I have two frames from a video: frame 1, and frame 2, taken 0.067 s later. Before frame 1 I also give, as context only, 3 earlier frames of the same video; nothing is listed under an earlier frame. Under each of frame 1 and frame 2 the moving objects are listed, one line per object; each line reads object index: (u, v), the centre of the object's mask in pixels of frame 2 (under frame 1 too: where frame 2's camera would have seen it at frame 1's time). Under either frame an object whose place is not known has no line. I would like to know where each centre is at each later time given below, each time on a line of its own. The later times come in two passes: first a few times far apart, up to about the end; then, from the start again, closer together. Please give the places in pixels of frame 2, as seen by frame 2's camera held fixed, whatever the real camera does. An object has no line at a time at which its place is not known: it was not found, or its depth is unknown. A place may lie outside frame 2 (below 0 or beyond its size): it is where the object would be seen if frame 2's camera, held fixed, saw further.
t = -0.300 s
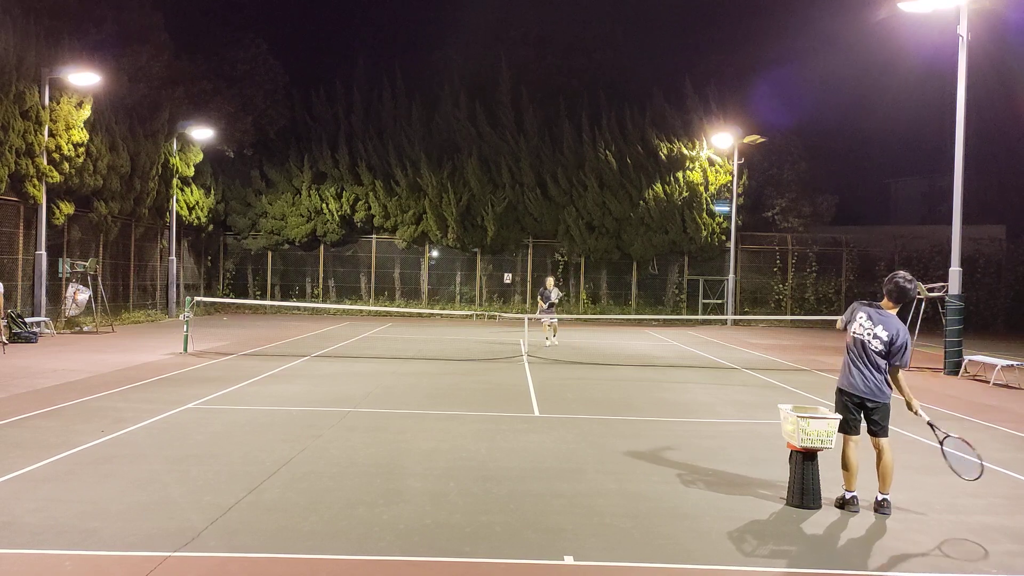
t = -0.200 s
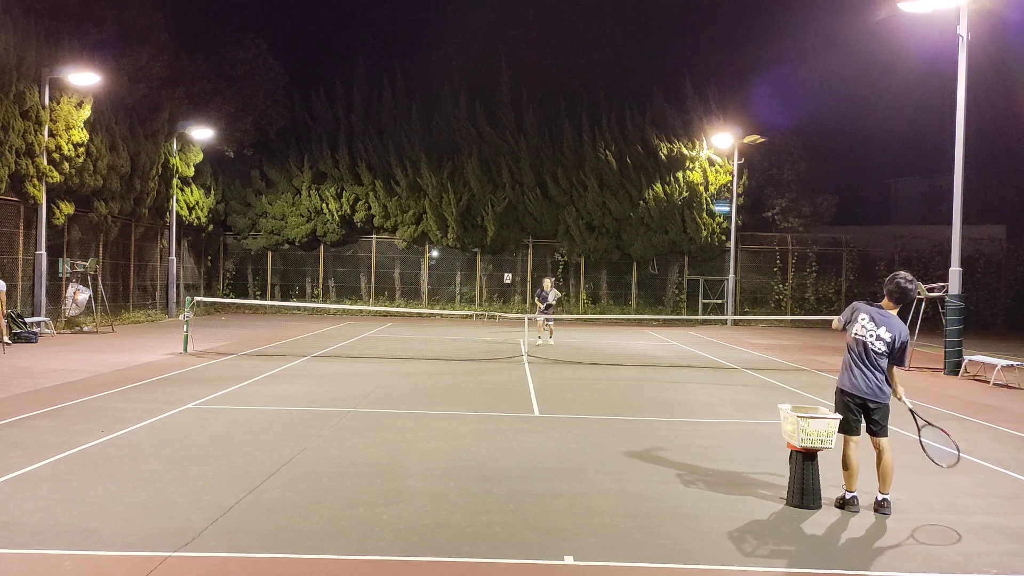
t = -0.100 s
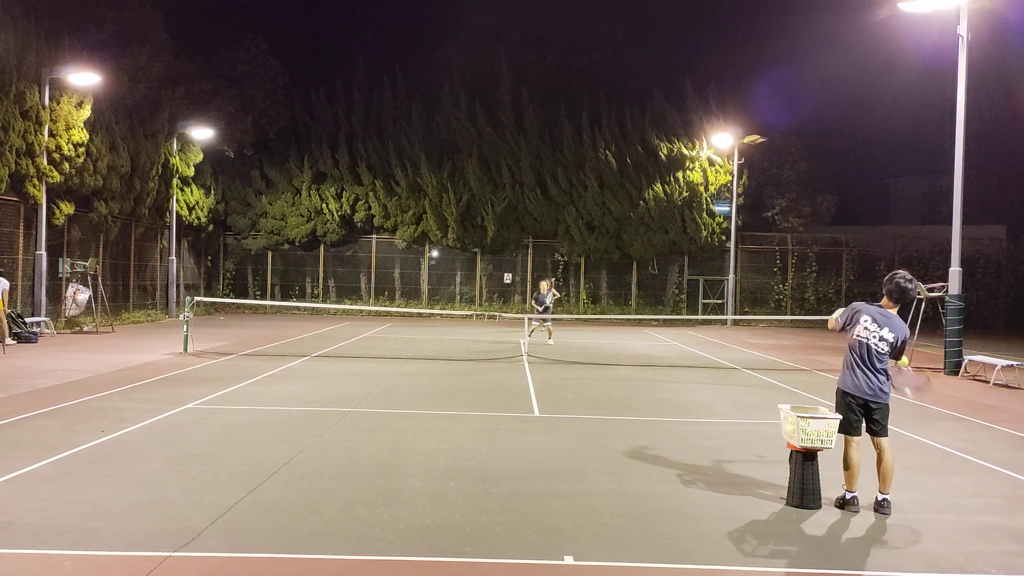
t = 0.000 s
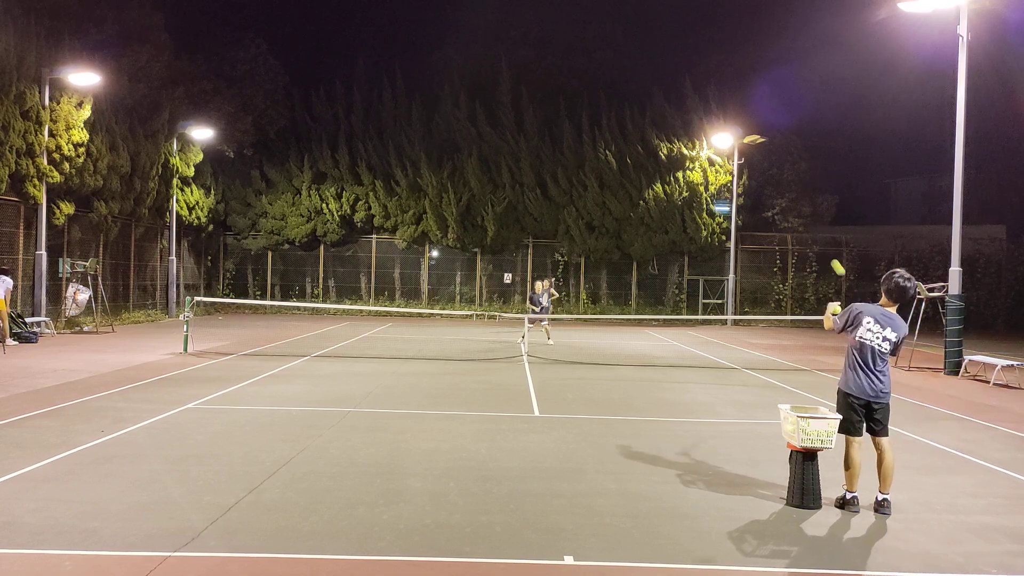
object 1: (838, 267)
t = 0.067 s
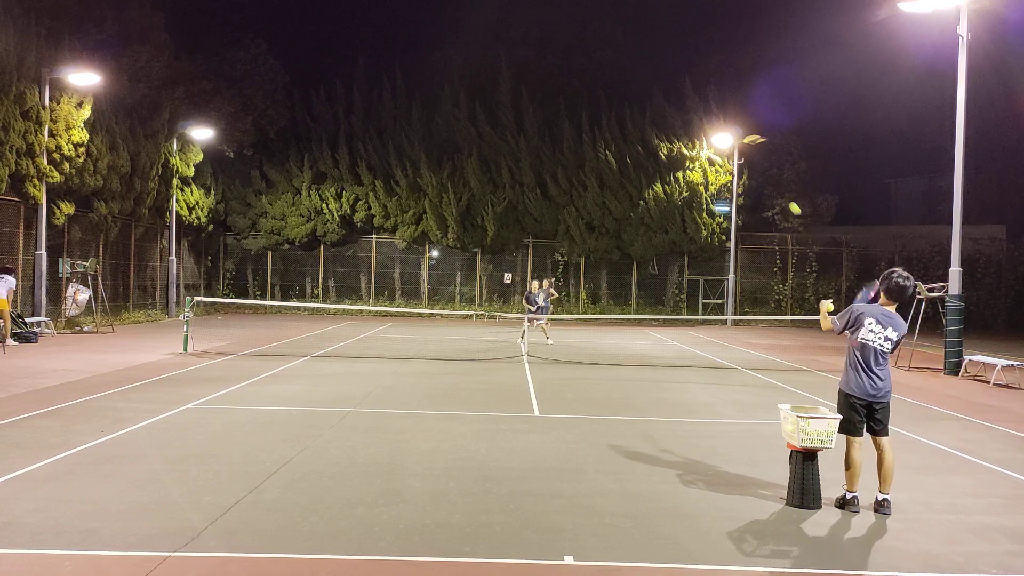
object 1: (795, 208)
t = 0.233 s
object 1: (711, 111)
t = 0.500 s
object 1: (618, 47)
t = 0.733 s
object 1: (562, 45)
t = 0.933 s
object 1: (525, 69)
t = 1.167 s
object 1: (490, 116)
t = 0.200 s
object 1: (725, 126)
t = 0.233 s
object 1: (711, 111)
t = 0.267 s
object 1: (697, 98)
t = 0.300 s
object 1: (684, 86)
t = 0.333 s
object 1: (671, 77)
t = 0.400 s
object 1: (648, 61)
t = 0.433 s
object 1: (638, 55)
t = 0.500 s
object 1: (618, 47)
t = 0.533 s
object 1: (609, 44)
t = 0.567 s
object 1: (600, 42)
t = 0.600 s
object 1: (592, 41)
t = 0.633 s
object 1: (584, 41)
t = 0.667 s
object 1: (577, 42)
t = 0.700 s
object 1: (569, 43)
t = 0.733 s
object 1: (562, 45)
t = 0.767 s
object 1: (555, 48)
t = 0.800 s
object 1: (549, 51)
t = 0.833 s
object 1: (542, 55)
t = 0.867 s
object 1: (537, 59)
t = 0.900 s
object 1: (530, 64)
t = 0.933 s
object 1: (525, 69)
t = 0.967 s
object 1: (520, 75)
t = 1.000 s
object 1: (514, 81)
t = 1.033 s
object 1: (509, 87)
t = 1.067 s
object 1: (504, 94)
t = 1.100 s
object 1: (499, 101)
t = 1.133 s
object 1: (495, 109)
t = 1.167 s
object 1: (490, 116)
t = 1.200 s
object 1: (485, 125)
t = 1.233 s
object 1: (481, 133)
